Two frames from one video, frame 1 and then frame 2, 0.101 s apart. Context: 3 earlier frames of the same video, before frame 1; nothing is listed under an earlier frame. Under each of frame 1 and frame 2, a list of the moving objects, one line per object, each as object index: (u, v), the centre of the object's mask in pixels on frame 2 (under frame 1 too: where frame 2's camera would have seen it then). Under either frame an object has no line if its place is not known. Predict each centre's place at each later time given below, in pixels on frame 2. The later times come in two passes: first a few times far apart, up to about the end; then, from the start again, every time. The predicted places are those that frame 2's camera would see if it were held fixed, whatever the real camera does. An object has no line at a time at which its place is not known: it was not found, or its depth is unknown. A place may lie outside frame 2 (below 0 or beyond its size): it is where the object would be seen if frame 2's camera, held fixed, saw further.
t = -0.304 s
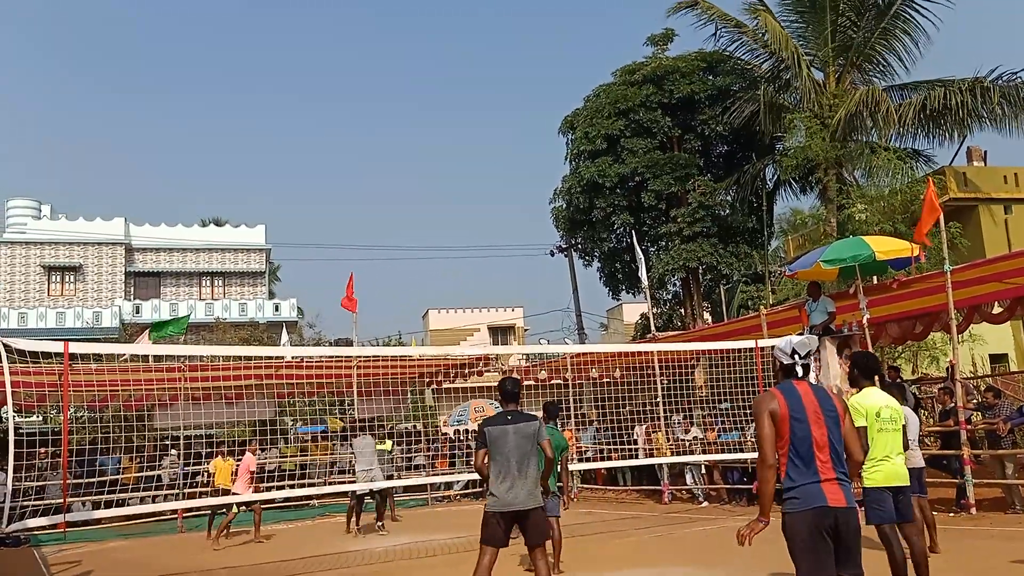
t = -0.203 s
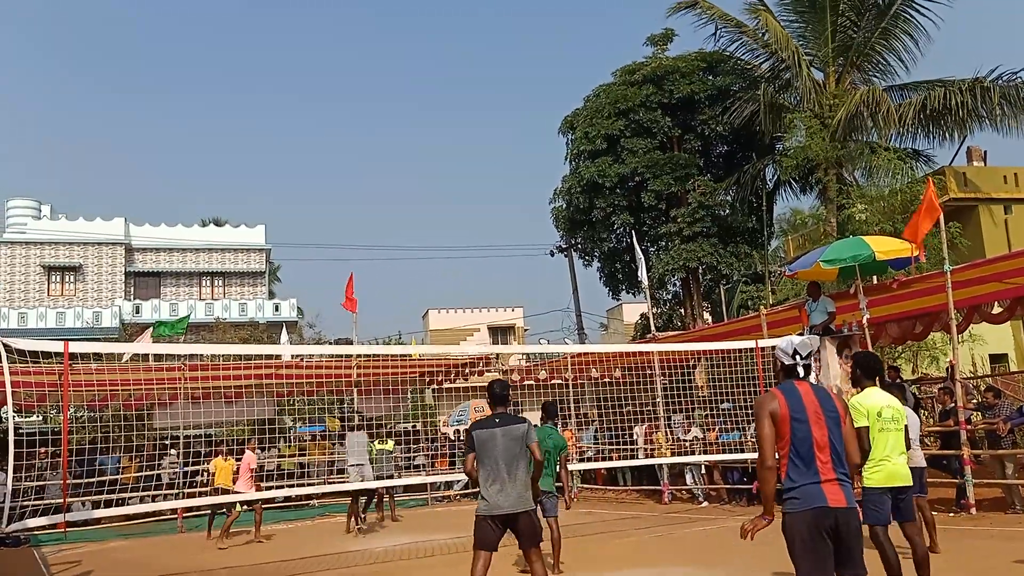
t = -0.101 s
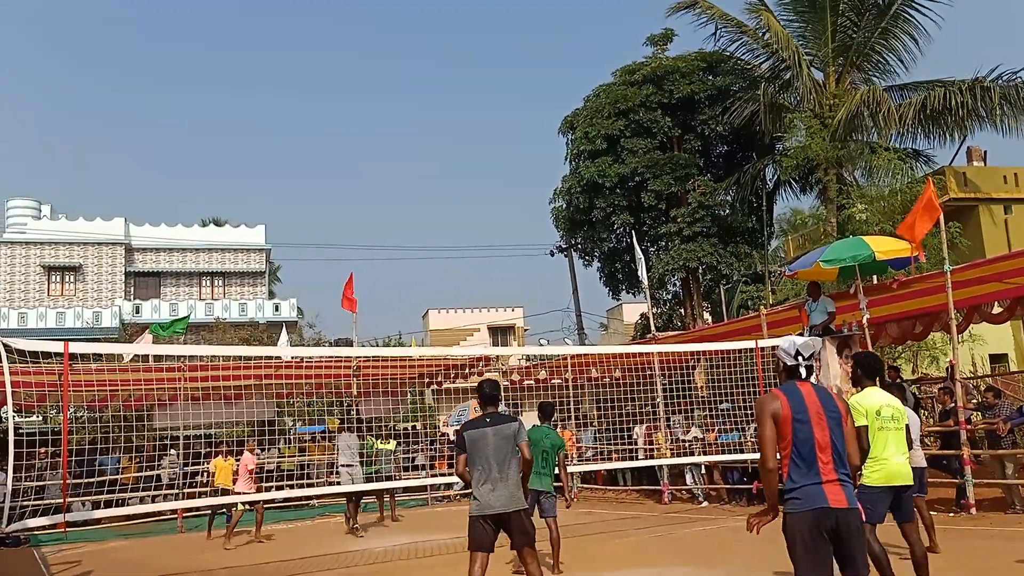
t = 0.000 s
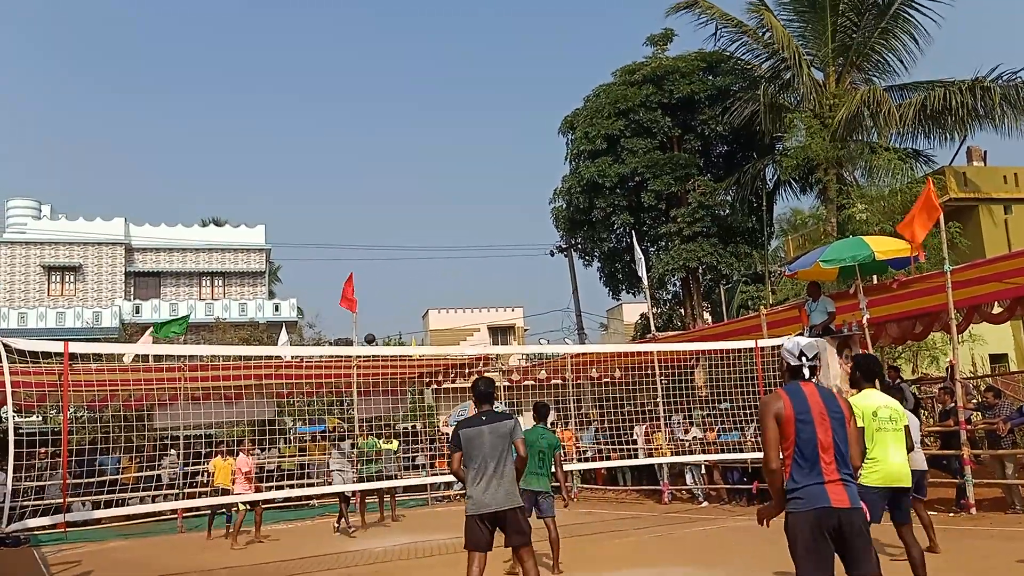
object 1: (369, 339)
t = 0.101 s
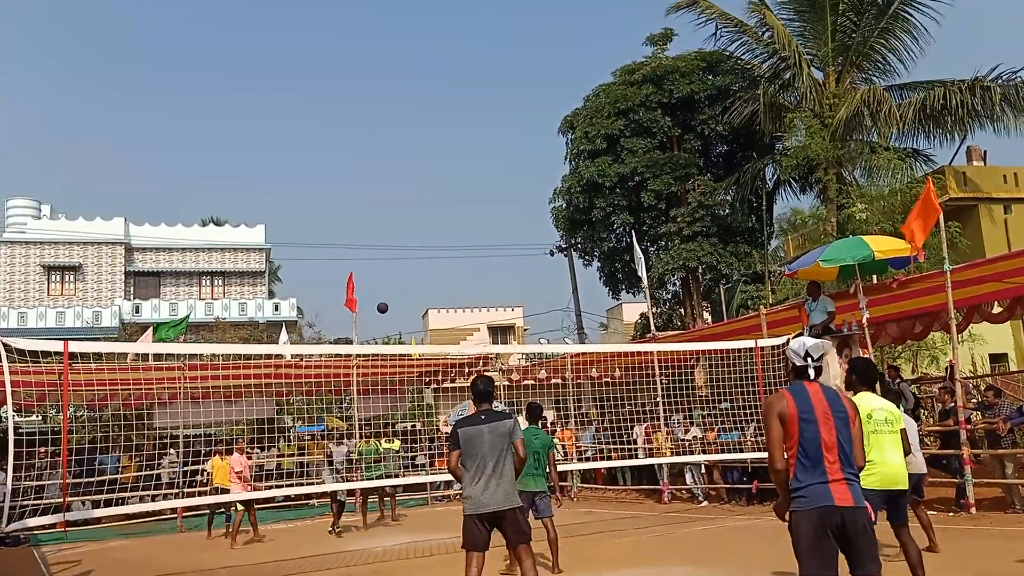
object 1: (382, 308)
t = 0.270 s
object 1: (406, 268)
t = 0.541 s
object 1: (453, 237)
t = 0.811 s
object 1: (518, 275)
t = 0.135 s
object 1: (387, 299)
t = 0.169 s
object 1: (391, 290)
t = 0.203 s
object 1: (396, 282)
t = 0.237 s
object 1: (401, 275)
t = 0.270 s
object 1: (406, 268)
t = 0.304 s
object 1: (411, 262)
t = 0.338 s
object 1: (416, 256)
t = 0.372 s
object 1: (422, 250)
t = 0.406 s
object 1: (428, 246)
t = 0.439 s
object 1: (433, 243)
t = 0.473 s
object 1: (439, 240)
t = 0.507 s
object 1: (446, 238)
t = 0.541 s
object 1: (453, 237)
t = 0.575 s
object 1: (459, 237)
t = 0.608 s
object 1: (466, 239)
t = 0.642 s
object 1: (474, 241)
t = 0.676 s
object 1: (482, 245)
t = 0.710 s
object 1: (490, 250)
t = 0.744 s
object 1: (499, 257)
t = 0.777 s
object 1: (508, 265)
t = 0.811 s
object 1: (518, 275)
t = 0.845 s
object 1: (529, 287)
